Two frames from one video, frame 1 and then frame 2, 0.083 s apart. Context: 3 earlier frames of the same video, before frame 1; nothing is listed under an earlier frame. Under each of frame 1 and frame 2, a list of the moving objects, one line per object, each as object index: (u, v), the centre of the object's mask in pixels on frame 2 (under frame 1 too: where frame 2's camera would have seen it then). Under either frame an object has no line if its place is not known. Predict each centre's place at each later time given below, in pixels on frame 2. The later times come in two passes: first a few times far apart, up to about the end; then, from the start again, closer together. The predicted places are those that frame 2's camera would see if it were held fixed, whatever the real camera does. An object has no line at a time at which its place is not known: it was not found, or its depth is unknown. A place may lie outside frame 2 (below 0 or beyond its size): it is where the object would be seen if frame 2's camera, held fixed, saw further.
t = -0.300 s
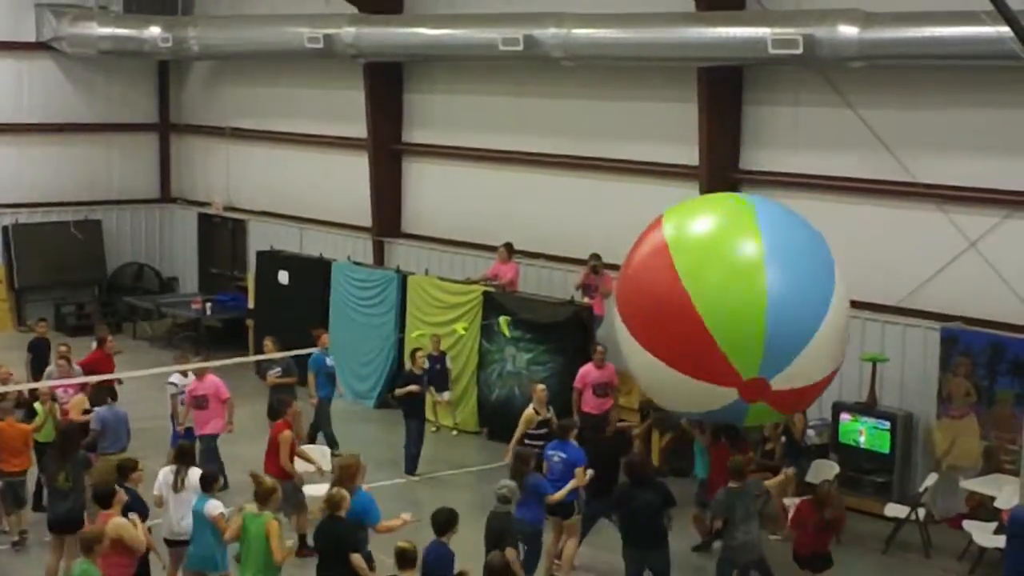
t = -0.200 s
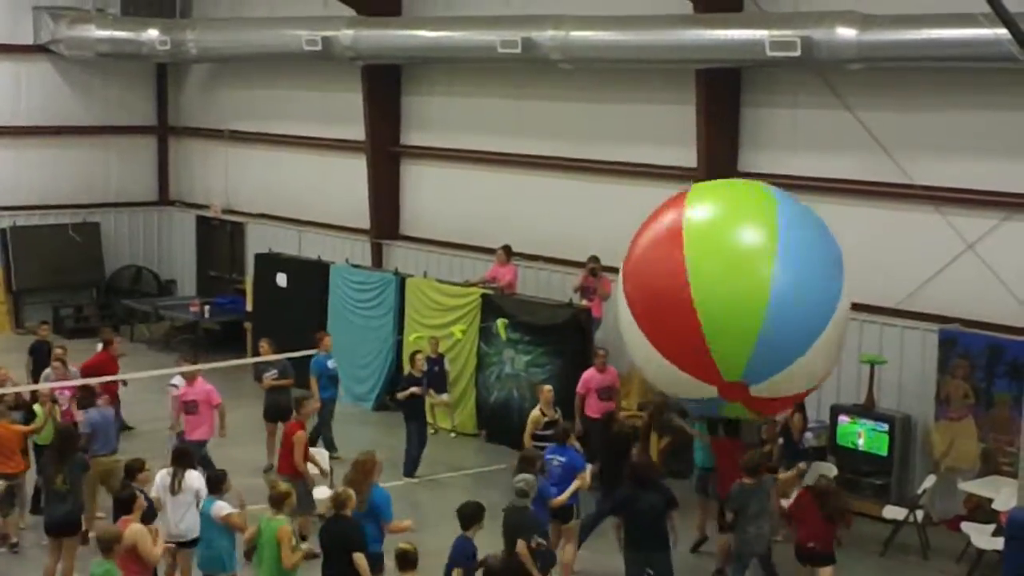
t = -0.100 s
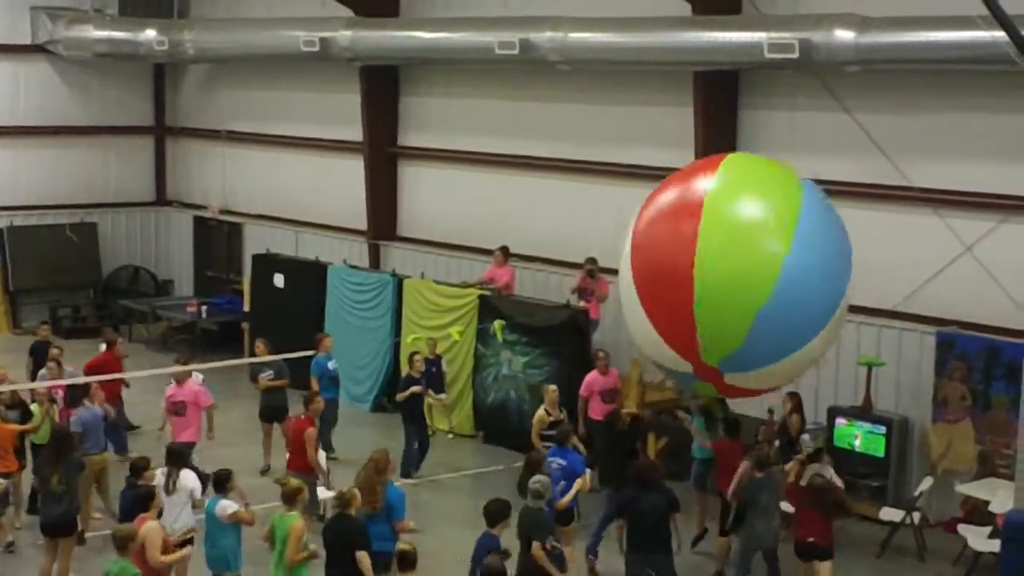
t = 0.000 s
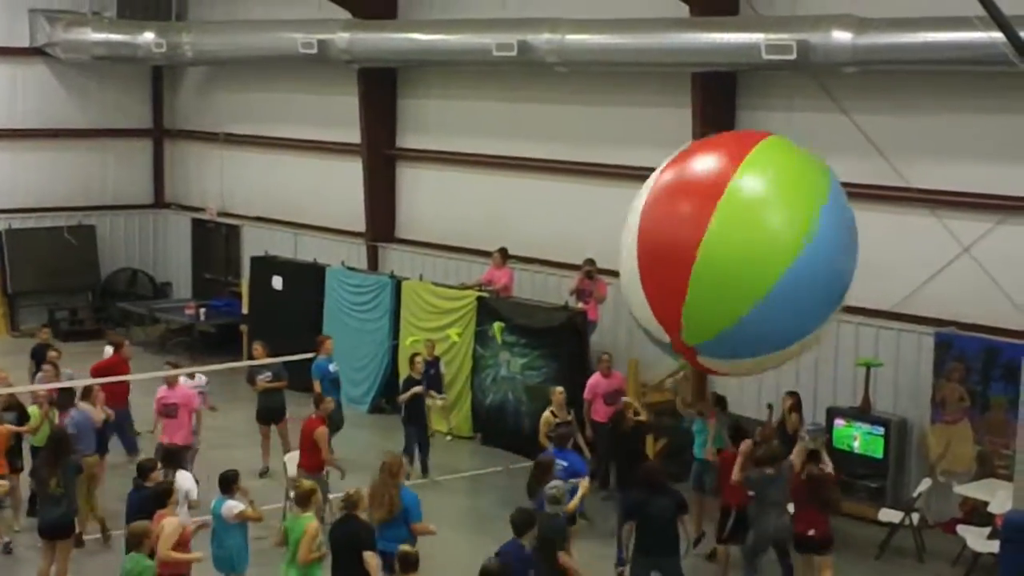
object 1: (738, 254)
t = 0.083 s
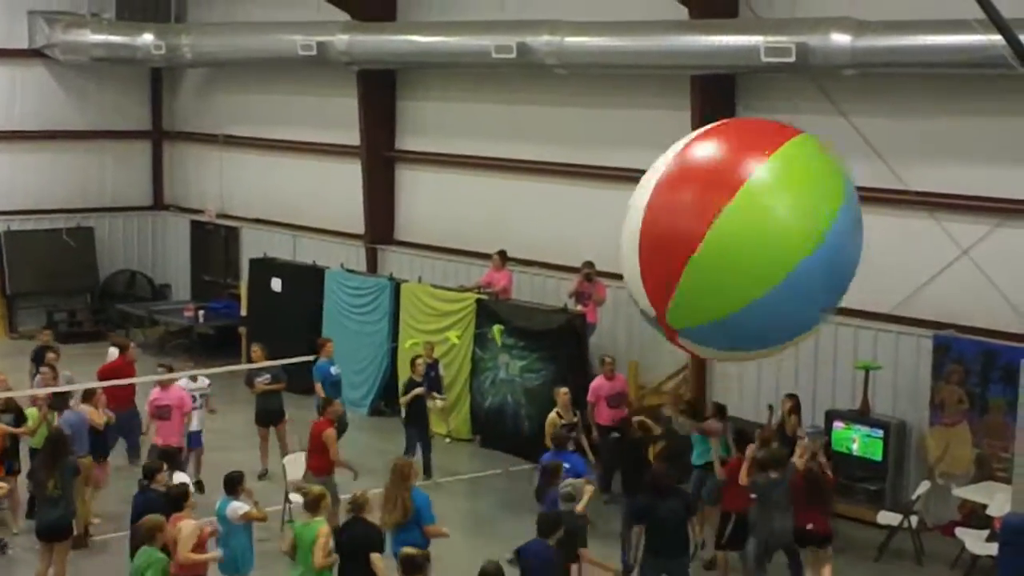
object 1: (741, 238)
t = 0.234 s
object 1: (749, 213)
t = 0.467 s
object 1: (761, 194)
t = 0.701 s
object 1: (773, 193)
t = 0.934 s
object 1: (782, 207)
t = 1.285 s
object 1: (791, 269)
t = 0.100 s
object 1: (742, 234)
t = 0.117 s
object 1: (743, 231)
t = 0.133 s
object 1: (745, 227)
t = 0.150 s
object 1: (746, 224)
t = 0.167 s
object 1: (745, 223)
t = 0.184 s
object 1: (745, 221)
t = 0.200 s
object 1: (747, 219)
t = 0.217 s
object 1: (750, 216)
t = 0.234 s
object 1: (749, 213)
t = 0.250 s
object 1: (749, 212)
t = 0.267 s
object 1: (750, 210)
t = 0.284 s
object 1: (750, 209)
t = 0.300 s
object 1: (752, 206)
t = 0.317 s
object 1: (753, 205)
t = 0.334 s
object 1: (753, 203)
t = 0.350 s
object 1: (754, 201)
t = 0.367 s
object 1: (756, 200)
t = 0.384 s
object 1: (757, 198)
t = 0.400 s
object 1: (758, 197)
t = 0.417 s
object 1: (758, 197)
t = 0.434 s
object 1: (758, 195)
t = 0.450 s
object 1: (761, 195)
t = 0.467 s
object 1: (761, 194)
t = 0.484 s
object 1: (761, 194)
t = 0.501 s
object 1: (763, 194)
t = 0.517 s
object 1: (762, 192)
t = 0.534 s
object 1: (765, 192)
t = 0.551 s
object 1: (766, 192)
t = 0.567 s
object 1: (766, 192)
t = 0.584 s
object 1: (766, 191)
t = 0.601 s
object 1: (768, 192)
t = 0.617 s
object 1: (769, 191)
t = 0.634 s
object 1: (770, 191)
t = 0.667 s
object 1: (773, 190)
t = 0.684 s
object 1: (773, 191)
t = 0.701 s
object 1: (773, 193)
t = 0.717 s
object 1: (773, 192)
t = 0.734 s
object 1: (775, 194)
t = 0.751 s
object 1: (775, 194)
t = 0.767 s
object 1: (777, 194)
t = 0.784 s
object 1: (776, 193)
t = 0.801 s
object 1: (777, 198)
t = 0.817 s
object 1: (778, 197)
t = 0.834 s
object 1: (779, 200)
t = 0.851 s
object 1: (780, 200)
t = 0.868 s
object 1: (781, 200)
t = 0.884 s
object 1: (779, 203)
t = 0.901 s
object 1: (781, 203)
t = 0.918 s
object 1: (783, 206)
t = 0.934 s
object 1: (782, 207)
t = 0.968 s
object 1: (783, 211)
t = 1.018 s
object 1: (785, 220)
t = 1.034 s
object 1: (785, 222)
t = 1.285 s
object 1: (791, 269)
